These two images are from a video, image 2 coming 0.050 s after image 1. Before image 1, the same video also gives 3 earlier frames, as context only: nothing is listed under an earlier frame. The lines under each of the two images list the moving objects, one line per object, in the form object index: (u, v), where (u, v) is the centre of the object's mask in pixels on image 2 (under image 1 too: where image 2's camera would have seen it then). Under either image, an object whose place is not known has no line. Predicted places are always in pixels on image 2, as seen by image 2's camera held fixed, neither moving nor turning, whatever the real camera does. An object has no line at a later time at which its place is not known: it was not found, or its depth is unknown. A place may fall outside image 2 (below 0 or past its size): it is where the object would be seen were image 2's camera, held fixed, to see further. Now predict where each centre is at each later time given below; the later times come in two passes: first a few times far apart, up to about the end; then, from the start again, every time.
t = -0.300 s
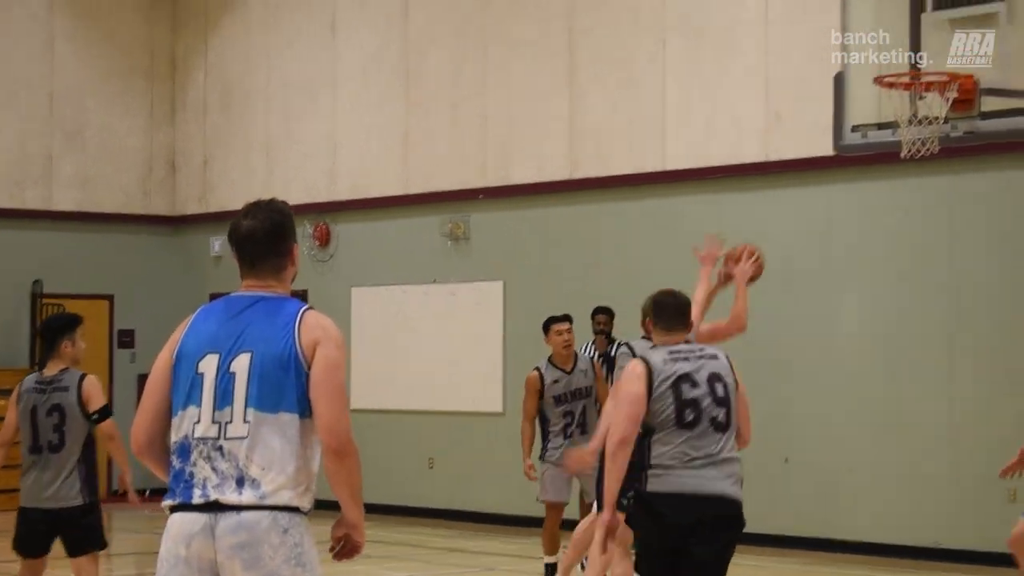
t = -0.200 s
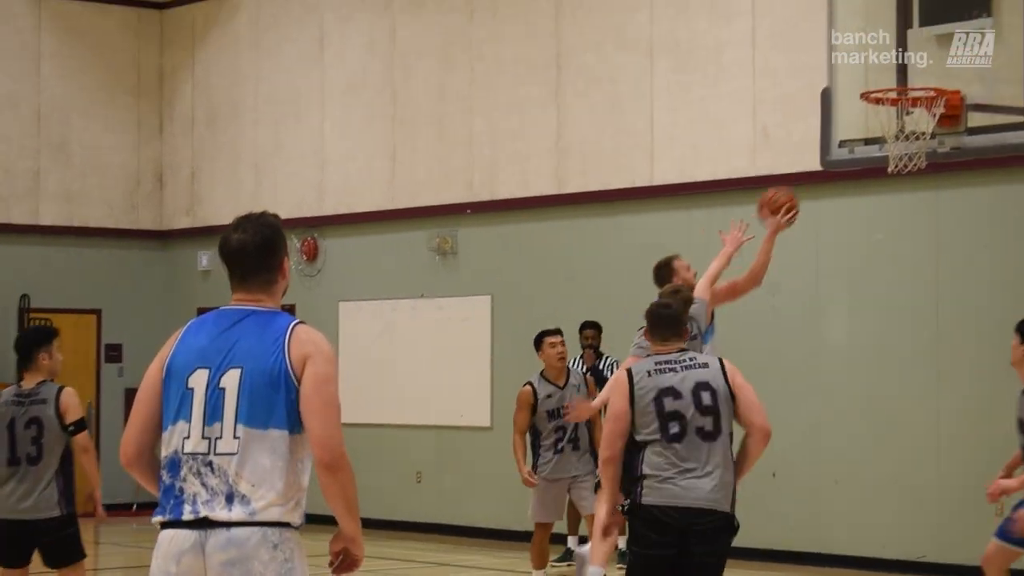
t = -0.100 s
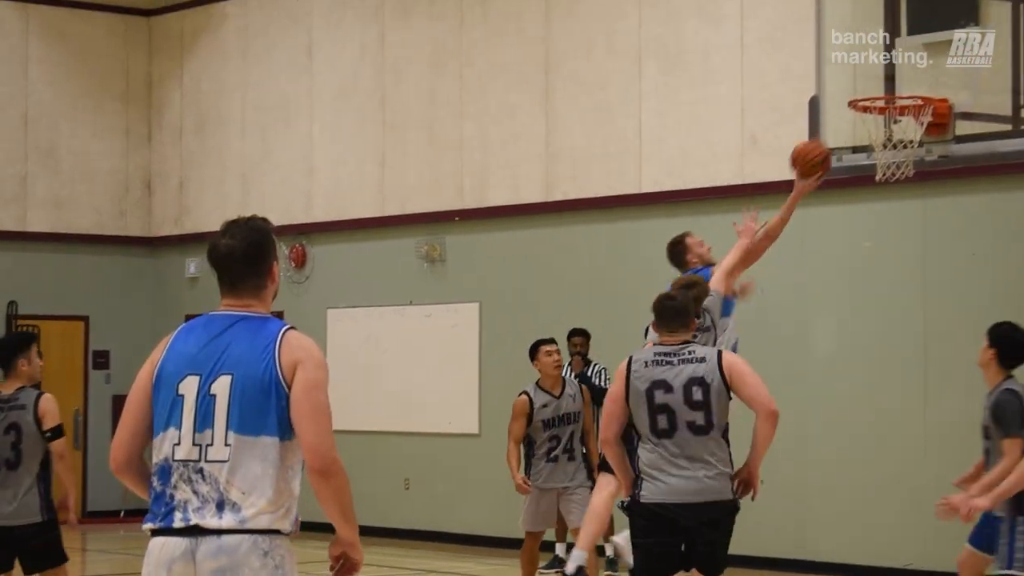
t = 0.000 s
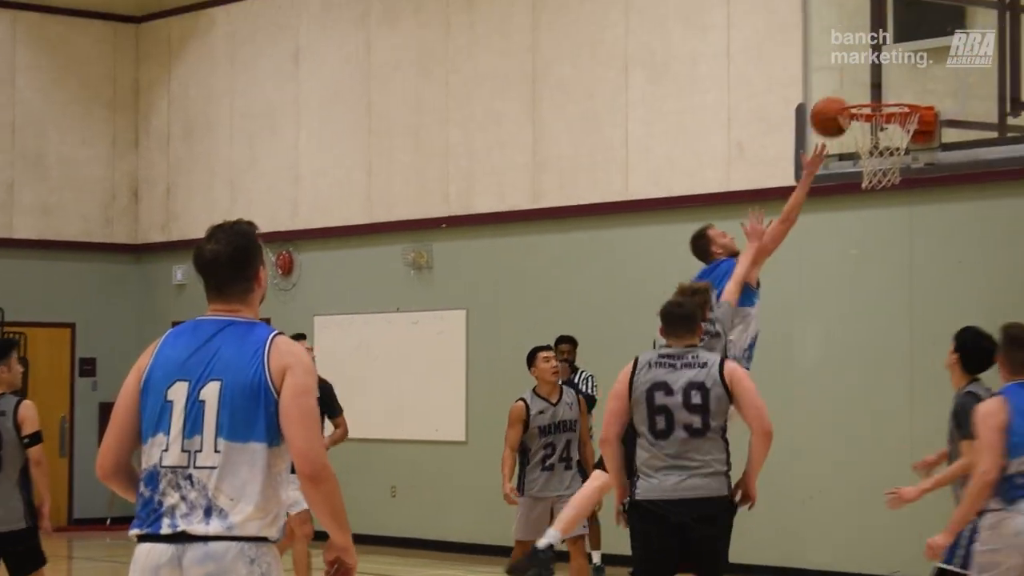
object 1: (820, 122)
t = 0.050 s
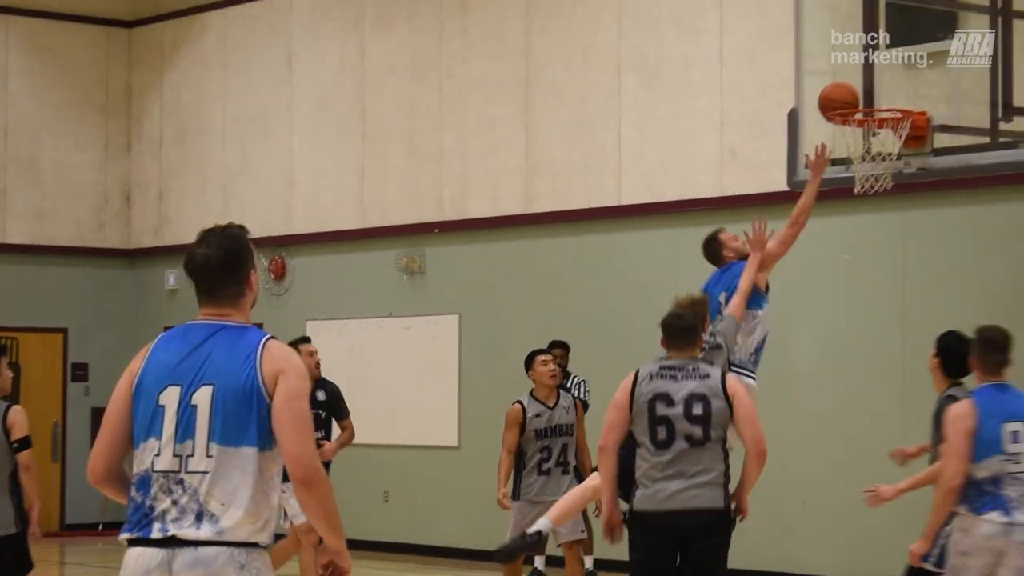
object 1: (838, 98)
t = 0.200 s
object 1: (851, 77)
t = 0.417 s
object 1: (852, 92)
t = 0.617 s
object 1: (880, 119)
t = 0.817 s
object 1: (873, 183)
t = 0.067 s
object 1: (843, 94)
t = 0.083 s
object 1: (849, 90)
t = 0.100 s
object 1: (853, 86)
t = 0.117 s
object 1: (853, 84)
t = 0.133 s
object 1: (852, 81)
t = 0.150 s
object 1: (852, 79)
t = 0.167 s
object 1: (852, 78)
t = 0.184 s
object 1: (851, 77)
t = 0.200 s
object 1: (851, 77)
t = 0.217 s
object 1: (851, 77)
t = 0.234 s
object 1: (850, 77)
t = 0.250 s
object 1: (850, 78)
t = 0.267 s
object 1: (848, 79)
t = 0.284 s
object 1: (848, 81)
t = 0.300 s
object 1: (848, 83)
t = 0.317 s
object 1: (847, 86)
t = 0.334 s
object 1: (846, 89)
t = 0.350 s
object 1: (846, 92)
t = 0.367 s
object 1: (845, 94)
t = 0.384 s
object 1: (847, 94)
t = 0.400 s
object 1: (849, 93)
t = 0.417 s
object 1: (852, 92)
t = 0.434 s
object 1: (854, 92)
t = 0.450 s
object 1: (857, 92)
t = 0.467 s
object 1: (859, 92)
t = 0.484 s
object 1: (862, 93)
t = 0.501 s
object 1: (865, 93)
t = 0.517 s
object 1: (867, 95)
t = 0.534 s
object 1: (870, 95)
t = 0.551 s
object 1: (873, 96)
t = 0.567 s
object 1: (875, 99)
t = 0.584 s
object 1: (877, 101)
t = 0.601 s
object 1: (880, 116)
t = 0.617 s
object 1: (880, 119)
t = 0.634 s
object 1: (878, 122)
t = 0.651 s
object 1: (879, 126)
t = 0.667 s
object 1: (879, 130)
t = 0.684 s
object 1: (879, 132)
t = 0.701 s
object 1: (878, 137)
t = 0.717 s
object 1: (876, 143)
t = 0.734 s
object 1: (876, 149)
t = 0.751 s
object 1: (876, 155)
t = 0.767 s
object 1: (875, 163)
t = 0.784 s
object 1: (874, 169)
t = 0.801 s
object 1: (874, 175)
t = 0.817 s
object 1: (873, 183)
